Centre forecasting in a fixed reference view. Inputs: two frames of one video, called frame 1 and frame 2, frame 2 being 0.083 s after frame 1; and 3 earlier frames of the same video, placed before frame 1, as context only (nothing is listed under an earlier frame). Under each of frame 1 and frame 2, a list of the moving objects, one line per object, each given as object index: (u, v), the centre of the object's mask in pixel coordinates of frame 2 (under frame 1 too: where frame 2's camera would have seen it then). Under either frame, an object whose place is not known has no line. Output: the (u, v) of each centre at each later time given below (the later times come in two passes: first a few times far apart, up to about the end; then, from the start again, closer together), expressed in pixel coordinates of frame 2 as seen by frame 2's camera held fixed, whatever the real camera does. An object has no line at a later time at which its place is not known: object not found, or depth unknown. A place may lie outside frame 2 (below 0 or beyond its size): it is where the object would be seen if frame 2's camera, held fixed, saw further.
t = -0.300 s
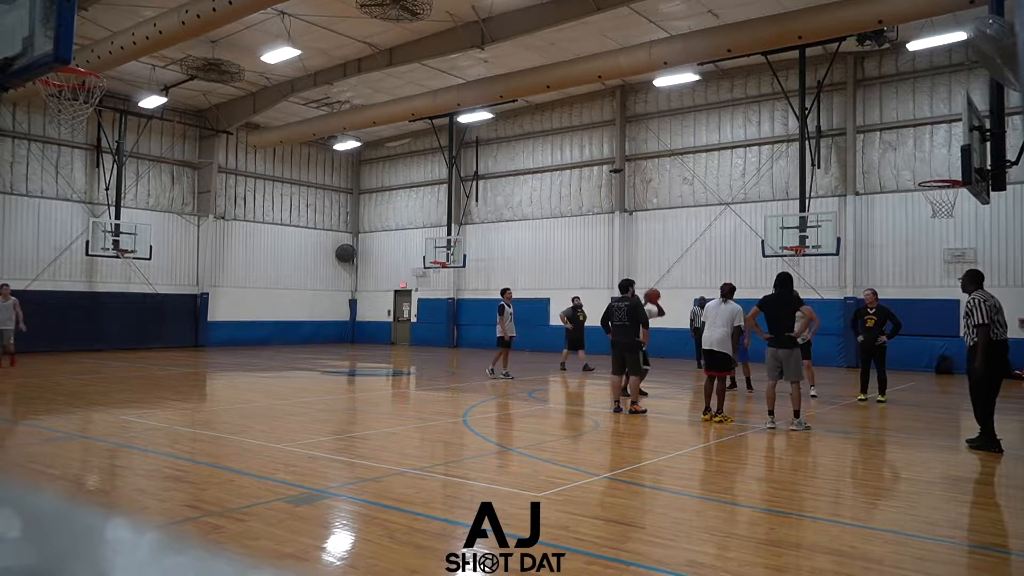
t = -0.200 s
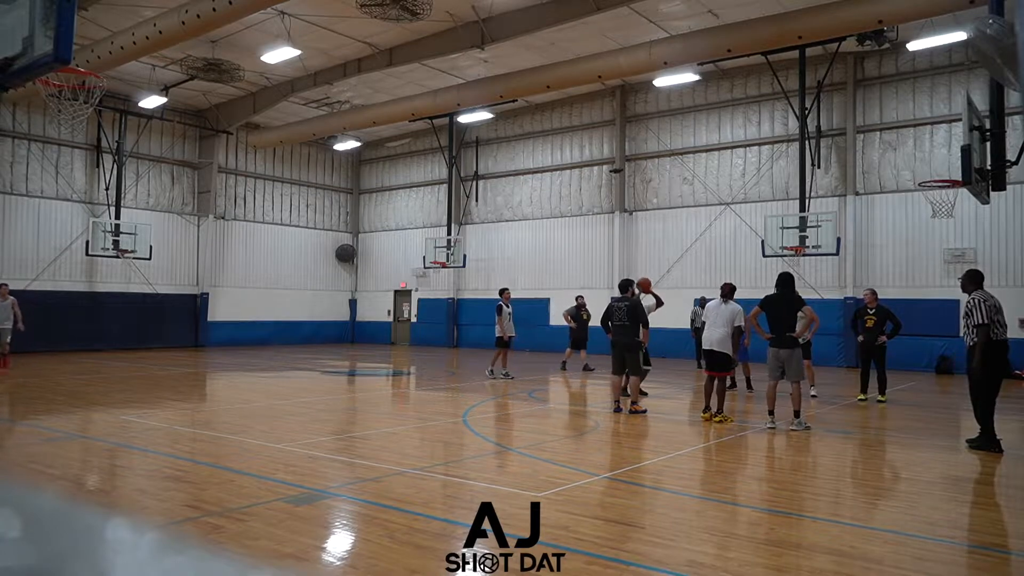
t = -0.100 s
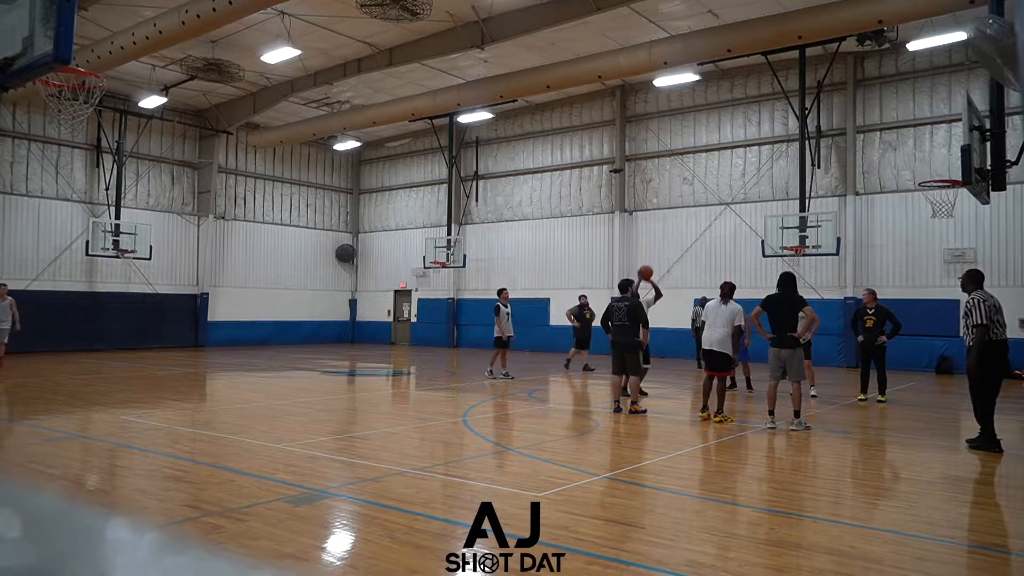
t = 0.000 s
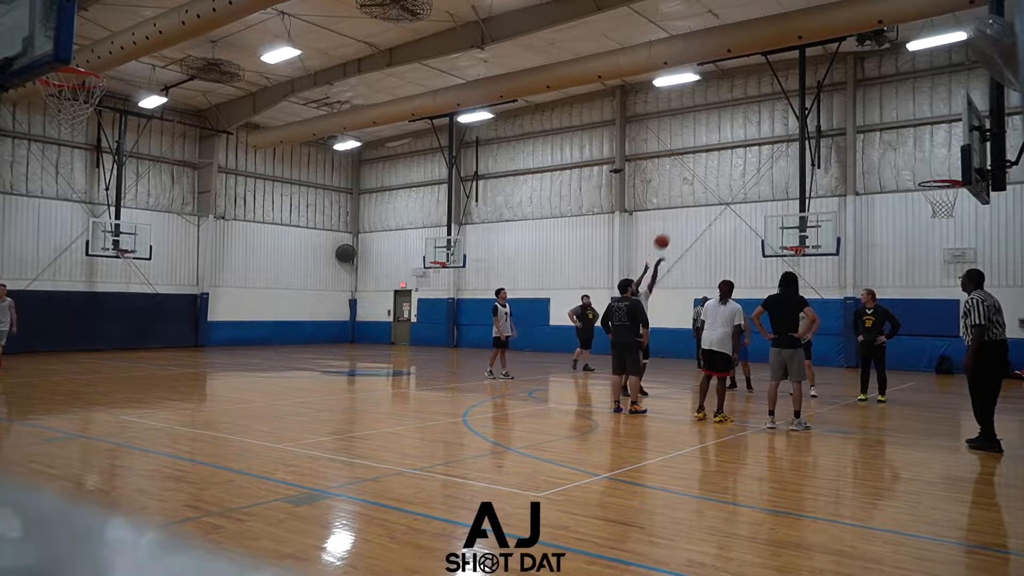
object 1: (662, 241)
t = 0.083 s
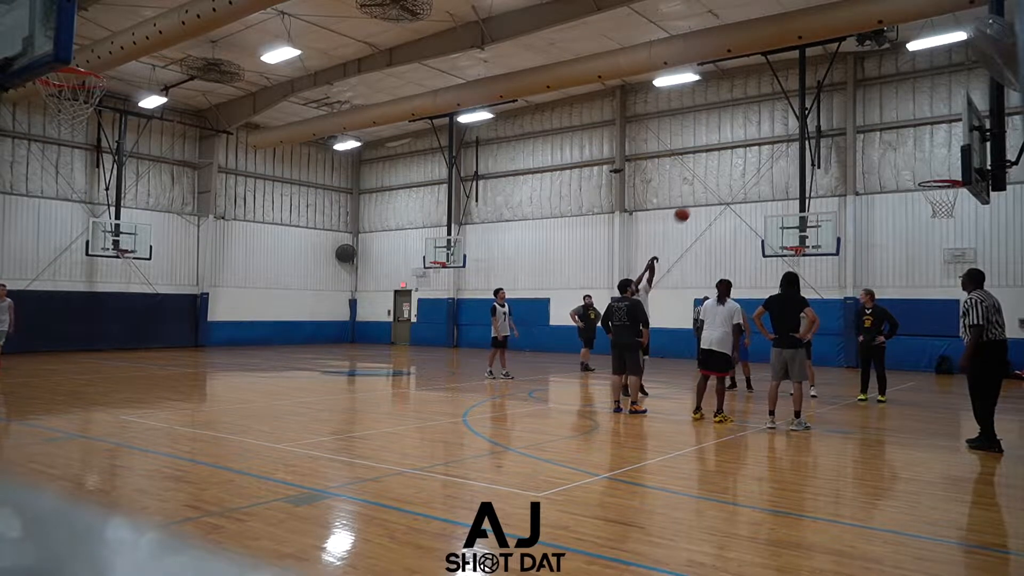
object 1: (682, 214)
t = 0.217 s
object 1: (715, 178)
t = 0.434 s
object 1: (772, 141)
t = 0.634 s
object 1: (827, 133)
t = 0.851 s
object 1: (894, 155)
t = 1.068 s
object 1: (960, 204)
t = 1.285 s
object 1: (982, 235)
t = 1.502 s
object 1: (1005, 303)
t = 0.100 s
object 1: (686, 209)
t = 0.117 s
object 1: (690, 204)
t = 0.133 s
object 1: (693, 199)
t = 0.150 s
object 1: (698, 195)
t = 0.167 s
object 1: (702, 191)
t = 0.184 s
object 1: (706, 187)
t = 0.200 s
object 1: (710, 182)
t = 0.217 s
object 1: (715, 178)
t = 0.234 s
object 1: (719, 175)
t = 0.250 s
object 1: (723, 171)
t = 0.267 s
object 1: (727, 167)
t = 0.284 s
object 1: (732, 164)
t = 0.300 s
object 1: (736, 161)
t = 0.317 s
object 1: (740, 158)
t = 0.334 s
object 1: (745, 155)
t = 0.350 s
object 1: (749, 152)
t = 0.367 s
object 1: (753, 150)
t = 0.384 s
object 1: (758, 147)
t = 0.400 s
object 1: (762, 145)
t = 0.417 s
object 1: (767, 143)
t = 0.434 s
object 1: (772, 141)
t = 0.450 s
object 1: (776, 140)
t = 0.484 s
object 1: (785, 137)
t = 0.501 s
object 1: (790, 136)
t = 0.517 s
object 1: (794, 135)
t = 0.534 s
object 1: (799, 133)
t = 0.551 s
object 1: (803, 132)
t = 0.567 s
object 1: (809, 132)
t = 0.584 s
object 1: (813, 132)
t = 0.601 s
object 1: (818, 132)
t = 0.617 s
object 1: (822, 133)
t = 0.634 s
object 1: (827, 133)
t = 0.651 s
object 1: (834, 134)
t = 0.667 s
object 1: (837, 135)
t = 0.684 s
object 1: (842, 135)
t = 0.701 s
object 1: (846, 137)
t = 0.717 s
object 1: (853, 137)
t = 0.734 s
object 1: (858, 138)
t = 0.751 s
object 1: (862, 140)
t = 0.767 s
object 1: (868, 143)
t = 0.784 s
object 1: (872, 144)
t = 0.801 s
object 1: (878, 146)
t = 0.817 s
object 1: (883, 149)
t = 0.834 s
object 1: (889, 152)
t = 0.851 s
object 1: (894, 155)
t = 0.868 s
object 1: (900, 158)
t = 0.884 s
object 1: (905, 161)
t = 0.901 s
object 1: (911, 165)
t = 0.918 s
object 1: (916, 169)
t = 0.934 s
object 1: (922, 172)
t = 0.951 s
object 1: (927, 176)
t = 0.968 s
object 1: (933, 180)
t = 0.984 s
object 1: (938, 188)
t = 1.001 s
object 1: (944, 193)
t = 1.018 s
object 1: (950, 197)
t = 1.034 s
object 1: (955, 201)
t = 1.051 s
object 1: (958, 203)
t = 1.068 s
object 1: (960, 204)
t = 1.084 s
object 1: (962, 205)
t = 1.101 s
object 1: (964, 206)
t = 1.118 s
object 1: (965, 208)
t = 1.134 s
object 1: (967, 210)
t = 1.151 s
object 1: (968, 212)
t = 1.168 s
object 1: (970, 214)
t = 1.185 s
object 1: (972, 216)
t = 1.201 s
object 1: (974, 219)
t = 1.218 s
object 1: (975, 221)
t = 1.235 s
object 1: (977, 224)
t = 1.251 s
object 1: (979, 228)
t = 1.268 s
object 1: (980, 231)
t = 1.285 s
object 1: (982, 235)
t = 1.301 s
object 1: (984, 239)
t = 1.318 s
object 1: (985, 243)
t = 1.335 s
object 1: (987, 247)
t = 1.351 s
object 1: (989, 251)
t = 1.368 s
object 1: (991, 256)
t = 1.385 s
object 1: (993, 261)
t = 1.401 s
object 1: (994, 266)
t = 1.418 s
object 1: (996, 272)
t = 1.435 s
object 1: (998, 278)
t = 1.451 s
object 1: (1000, 283)
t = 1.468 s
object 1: (1001, 290)
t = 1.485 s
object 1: (1003, 296)
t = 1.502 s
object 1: (1005, 303)
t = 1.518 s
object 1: (1007, 310)
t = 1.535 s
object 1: (1009, 317)
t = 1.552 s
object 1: (1011, 324)
